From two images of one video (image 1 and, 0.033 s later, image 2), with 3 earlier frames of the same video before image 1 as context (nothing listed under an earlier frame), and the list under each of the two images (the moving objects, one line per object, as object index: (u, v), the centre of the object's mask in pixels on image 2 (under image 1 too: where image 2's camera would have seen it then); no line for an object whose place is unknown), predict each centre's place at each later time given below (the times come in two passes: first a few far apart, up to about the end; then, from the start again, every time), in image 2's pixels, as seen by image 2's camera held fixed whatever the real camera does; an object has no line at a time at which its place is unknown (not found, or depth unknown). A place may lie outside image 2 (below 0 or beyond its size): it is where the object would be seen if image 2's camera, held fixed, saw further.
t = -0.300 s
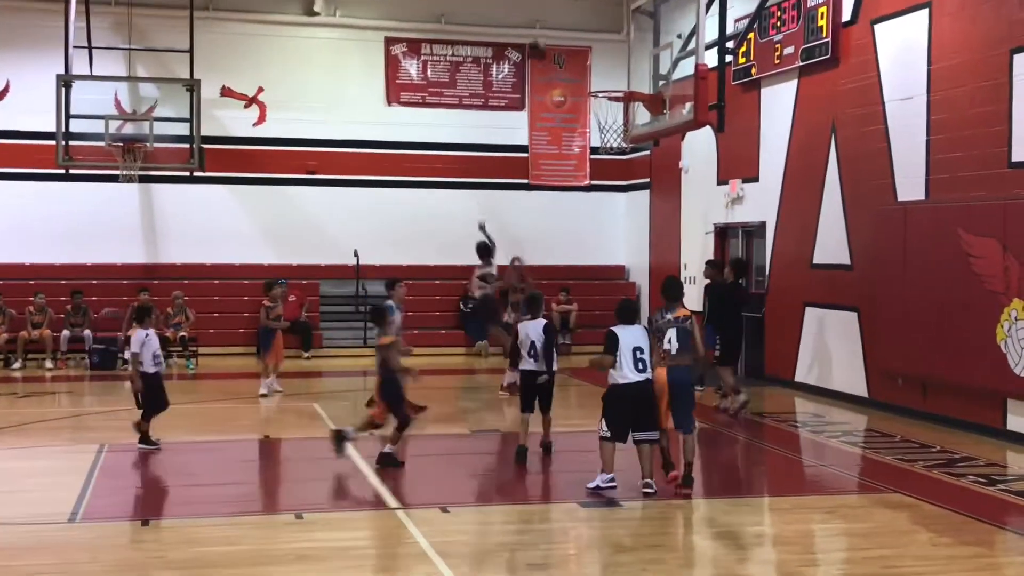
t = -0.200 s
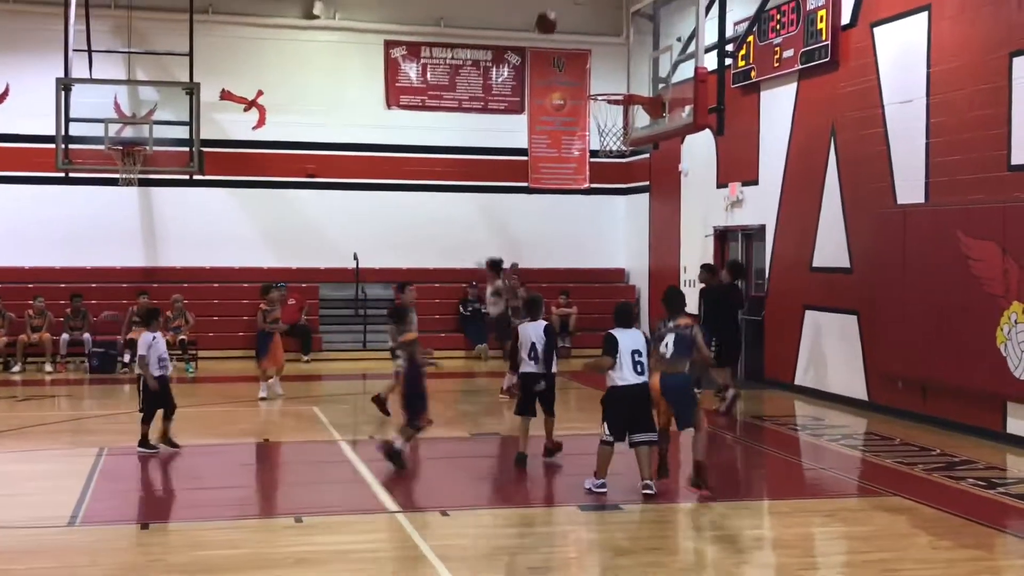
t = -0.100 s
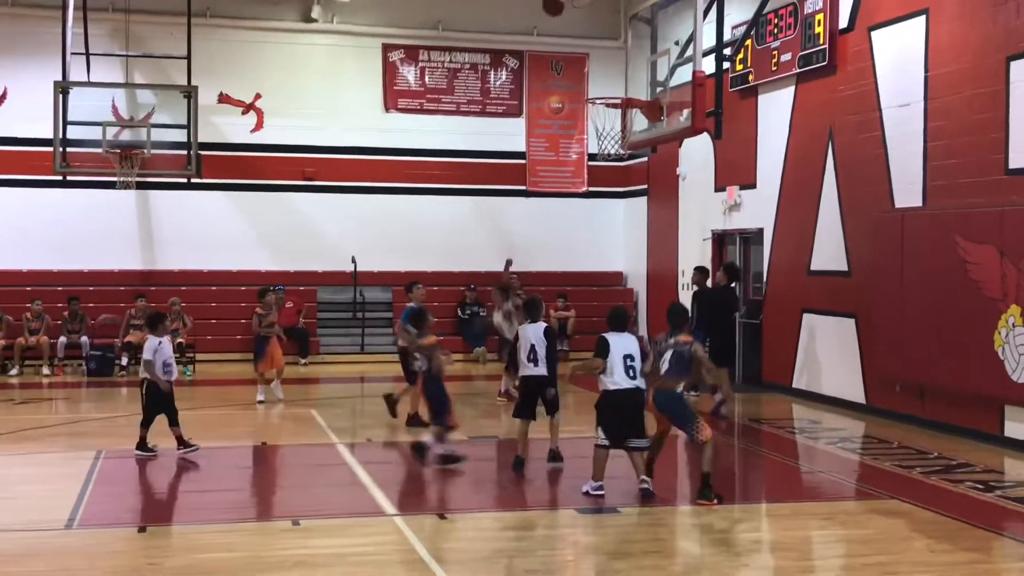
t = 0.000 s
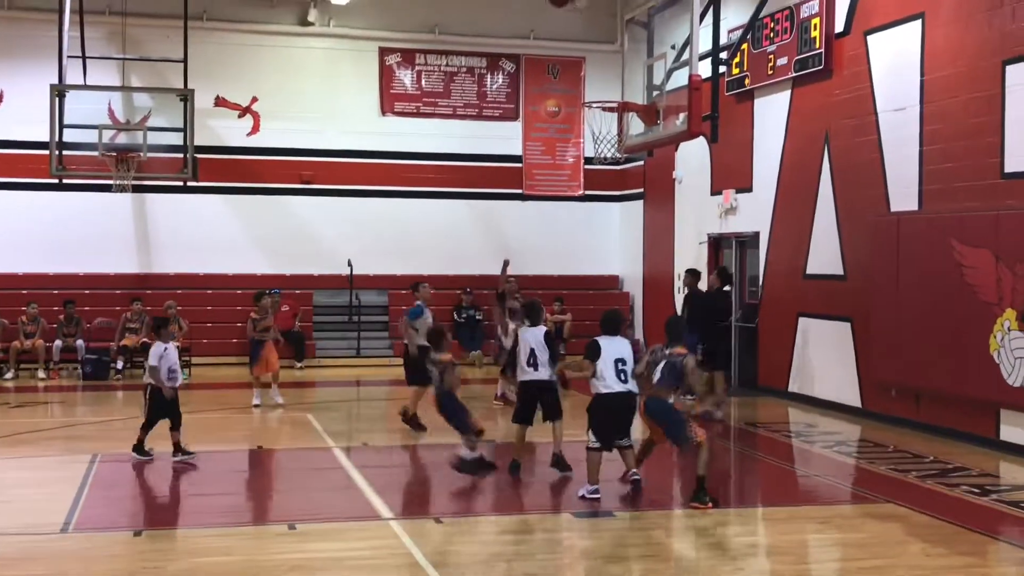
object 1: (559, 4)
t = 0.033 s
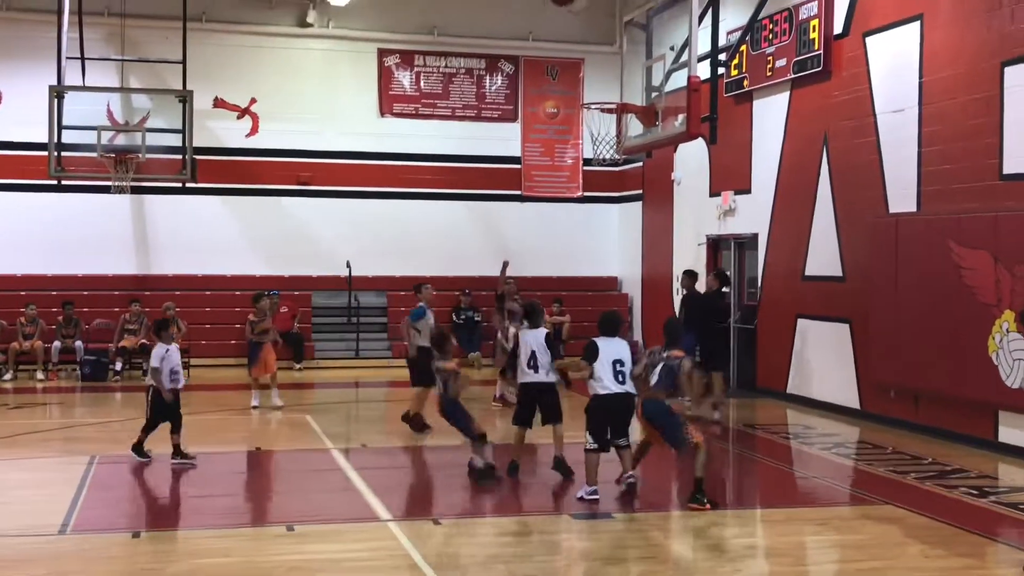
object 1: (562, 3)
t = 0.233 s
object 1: (580, 5)
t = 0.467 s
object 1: (605, 71)
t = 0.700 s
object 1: (614, 52)
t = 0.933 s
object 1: (614, 46)
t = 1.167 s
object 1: (613, 115)
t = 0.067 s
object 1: (565, 2)
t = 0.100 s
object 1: (567, 1)
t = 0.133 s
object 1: (571, 1)
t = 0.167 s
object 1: (574, 1)
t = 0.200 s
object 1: (577, 2)
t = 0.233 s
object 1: (580, 5)
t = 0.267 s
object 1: (584, 9)
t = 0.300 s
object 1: (588, 16)
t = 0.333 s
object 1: (591, 25)
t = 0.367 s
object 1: (594, 35)
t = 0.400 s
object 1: (598, 46)
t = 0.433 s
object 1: (601, 58)
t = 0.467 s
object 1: (605, 71)
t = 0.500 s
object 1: (609, 88)
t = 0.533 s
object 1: (612, 94)
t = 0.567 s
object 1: (613, 84)
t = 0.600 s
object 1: (613, 74)
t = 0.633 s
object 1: (613, 66)
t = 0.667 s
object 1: (614, 59)
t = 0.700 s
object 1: (614, 52)
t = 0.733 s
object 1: (614, 48)
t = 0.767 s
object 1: (614, 44)
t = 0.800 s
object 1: (614, 42)
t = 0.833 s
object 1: (614, 41)
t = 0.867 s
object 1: (614, 41)
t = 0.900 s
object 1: (614, 43)
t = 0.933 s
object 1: (614, 46)
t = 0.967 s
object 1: (614, 51)
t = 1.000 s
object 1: (614, 57)
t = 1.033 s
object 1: (614, 66)
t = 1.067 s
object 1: (613, 76)
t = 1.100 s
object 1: (613, 87)
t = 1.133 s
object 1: (613, 100)
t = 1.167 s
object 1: (613, 115)
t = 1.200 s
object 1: (613, 132)
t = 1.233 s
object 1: (612, 152)
